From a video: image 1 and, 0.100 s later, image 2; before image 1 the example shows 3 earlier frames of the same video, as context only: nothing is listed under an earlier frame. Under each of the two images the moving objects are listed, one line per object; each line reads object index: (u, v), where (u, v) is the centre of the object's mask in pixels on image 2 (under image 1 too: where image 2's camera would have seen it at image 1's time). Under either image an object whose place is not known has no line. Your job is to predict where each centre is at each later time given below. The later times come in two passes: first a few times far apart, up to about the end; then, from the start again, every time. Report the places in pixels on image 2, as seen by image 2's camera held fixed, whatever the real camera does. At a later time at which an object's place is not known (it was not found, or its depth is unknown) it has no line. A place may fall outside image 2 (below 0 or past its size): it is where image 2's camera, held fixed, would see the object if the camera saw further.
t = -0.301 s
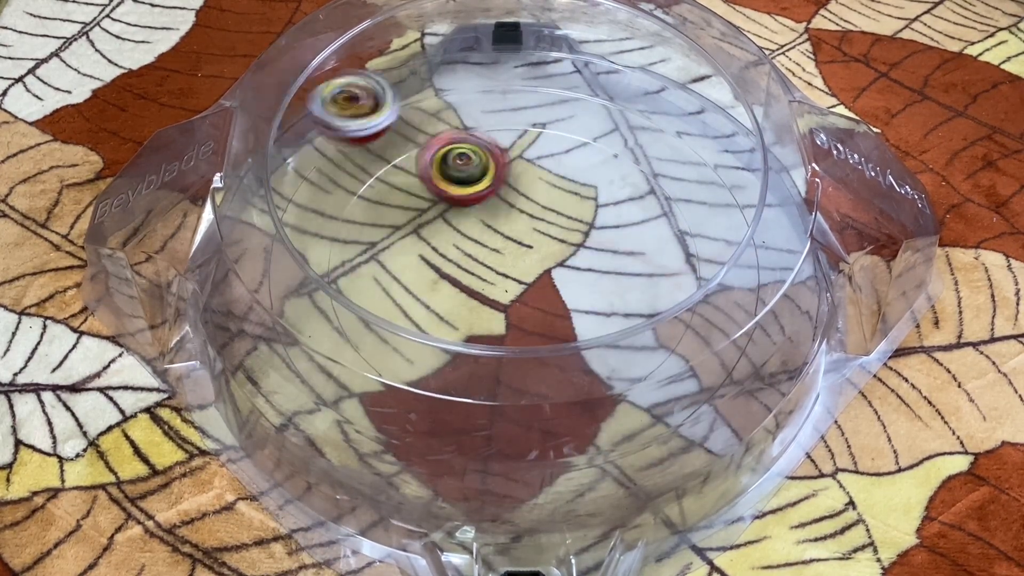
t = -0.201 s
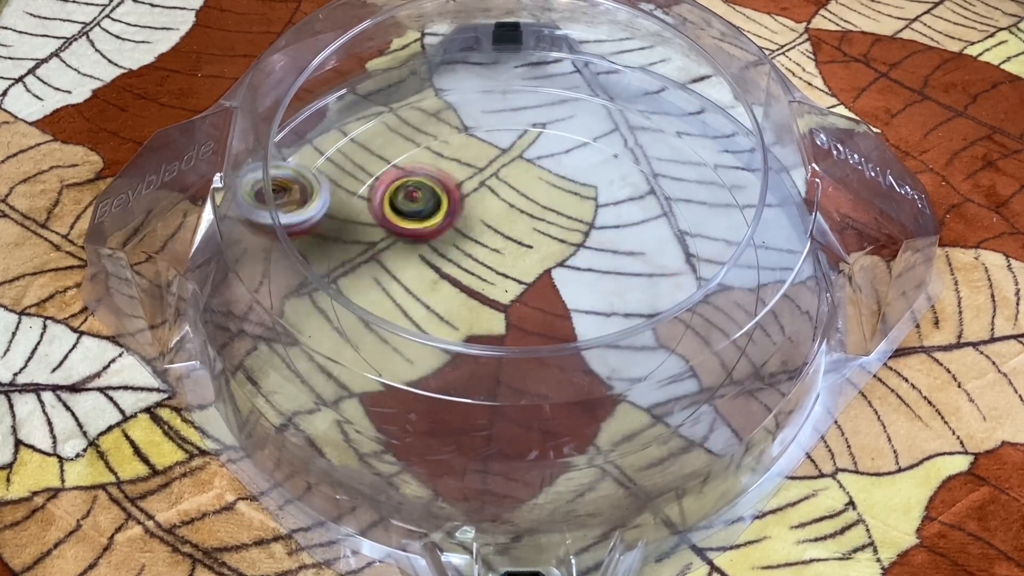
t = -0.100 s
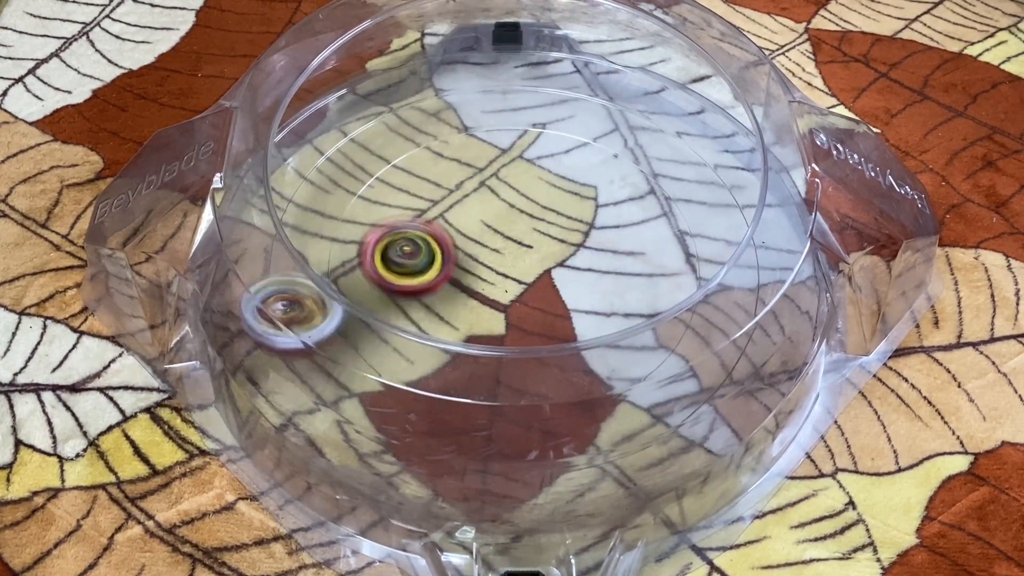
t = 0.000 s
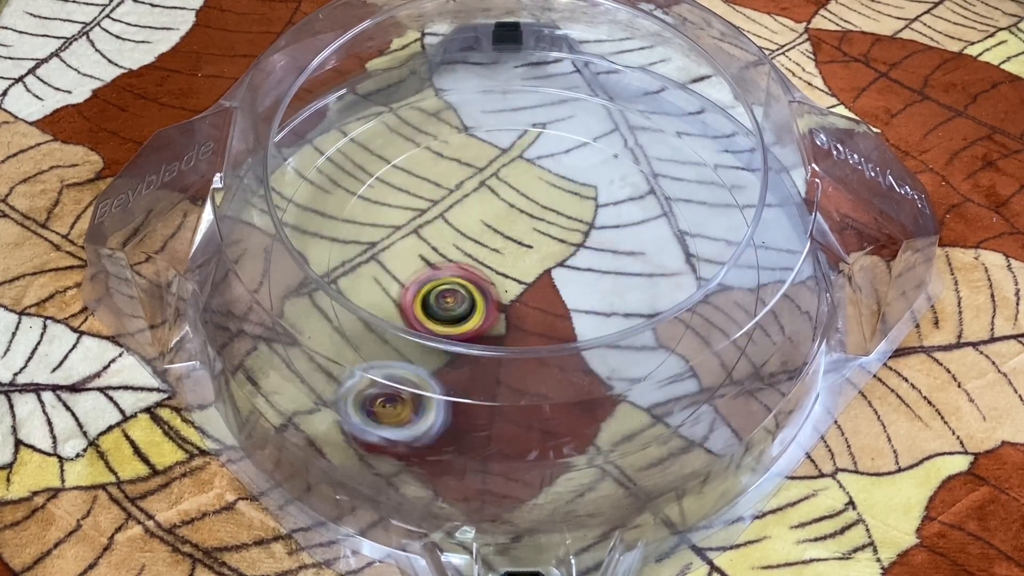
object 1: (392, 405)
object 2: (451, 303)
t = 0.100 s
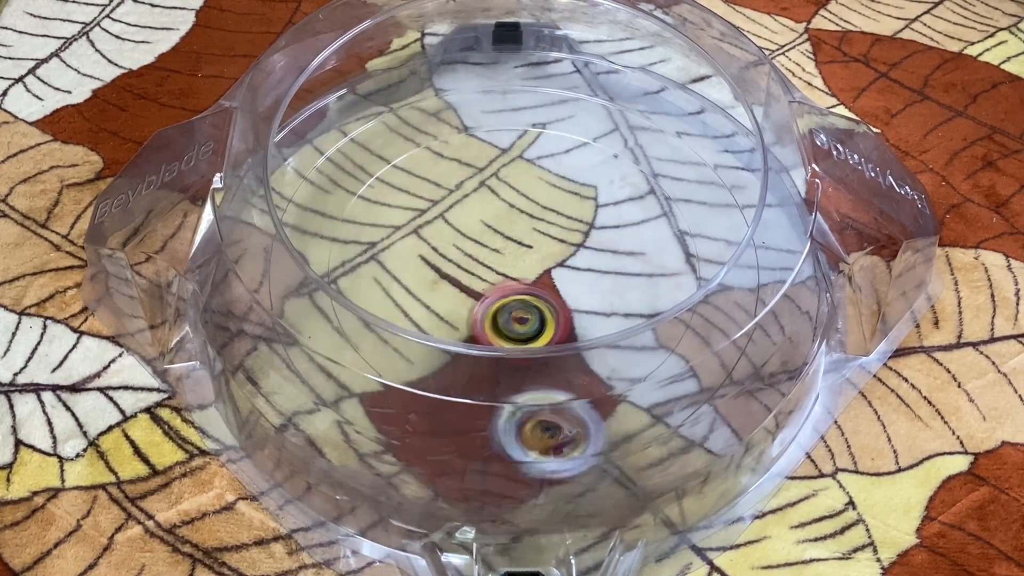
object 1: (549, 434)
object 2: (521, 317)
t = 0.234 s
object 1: (713, 354)
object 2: (600, 284)
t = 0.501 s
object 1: (698, 137)
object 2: (541, 178)
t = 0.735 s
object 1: (513, 73)
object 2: (449, 247)
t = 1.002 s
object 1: (310, 164)
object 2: (558, 285)
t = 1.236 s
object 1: (310, 344)
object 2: (539, 231)
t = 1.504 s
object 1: (455, 432)
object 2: (483, 249)
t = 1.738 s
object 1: (604, 425)
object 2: (502, 279)
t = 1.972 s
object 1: (693, 373)
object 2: (539, 257)
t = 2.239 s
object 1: (737, 304)
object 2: (497, 230)
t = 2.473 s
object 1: (716, 240)
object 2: (480, 263)
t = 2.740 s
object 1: (603, 168)
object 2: (540, 266)
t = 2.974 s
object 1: (446, 174)
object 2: (540, 231)
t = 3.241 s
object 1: (349, 284)
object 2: (488, 241)
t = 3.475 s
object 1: (486, 357)
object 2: (509, 277)
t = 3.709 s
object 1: (619, 328)
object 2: (552, 195)
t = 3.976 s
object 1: (596, 210)
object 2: (504, 164)
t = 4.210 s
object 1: (531, 240)
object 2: (368, 121)
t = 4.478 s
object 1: (473, 304)
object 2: (364, 116)
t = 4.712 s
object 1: (509, 305)
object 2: (392, 98)
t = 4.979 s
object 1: (517, 223)
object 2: (450, 96)
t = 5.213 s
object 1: (470, 220)
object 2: (503, 114)
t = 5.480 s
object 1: (506, 284)
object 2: (533, 193)
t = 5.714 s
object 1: (557, 313)
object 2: (560, 230)
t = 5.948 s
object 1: (549, 323)
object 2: (568, 257)
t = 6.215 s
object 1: (481, 299)
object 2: (555, 226)
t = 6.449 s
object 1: (466, 193)
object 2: (547, 248)
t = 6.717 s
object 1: (491, 147)
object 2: (558, 272)
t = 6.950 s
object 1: (533, 211)
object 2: (534, 286)
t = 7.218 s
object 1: (571, 281)
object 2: (492, 292)
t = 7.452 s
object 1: (556, 290)
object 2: (485, 266)
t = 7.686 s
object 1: (558, 286)
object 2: (497, 238)
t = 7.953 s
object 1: (551, 290)
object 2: (524, 222)
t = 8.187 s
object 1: (541, 293)
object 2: (542, 225)
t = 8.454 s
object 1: (520, 297)
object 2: (538, 227)
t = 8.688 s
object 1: (518, 295)
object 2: (516, 223)
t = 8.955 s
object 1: (517, 297)
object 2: (503, 231)
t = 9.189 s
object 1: (517, 296)
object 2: (496, 232)
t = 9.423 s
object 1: (518, 299)
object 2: (505, 233)
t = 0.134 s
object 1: (598, 424)
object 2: (546, 314)
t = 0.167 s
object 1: (645, 409)
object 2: (566, 308)
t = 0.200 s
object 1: (684, 385)
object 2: (587, 298)
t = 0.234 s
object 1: (713, 354)
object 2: (600, 284)
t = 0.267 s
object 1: (736, 322)
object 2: (610, 268)
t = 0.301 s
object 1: (748, 289)
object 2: (614, 249)
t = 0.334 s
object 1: (751, 256)
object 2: (614, 233)
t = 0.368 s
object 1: (749, 228)
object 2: (606, 217)
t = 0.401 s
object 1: (739, 202)
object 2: (595, 203)
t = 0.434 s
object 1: (725, 178)
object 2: (579, 191)
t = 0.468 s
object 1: (716, 158)
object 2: (561, 181)
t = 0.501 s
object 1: (698, 137)
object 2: (541, 178)
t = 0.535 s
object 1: (673, 121)
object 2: (521, 177)
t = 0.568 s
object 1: (650, 104)
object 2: (500, 181)
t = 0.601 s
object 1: (622, 94)
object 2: (483, 188)
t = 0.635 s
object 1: (597, 83)
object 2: (468, 200)
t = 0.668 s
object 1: (569, 77)
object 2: (456, 215)
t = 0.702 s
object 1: (541, 72)
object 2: (450, 230)
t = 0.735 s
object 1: (513, 73)
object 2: (449, 247)
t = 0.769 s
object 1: (487, 72)
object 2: (454, 263)
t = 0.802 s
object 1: (458, 76)
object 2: (464, 278)
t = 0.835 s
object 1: (431, 83)
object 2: (477, 289)
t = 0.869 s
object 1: (401, 90)
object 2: (495, 297)
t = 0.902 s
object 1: (373, 105)
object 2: (515, 300)
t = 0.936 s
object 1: (348, 123)
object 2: (532, 300)
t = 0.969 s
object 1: (325, 141)
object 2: (548, 293)
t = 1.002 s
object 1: (310, 164)
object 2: (558, 285)
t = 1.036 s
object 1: (294, 190)
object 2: (565, 274)
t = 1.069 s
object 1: (283, 216)
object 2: (566, 265)
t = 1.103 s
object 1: (280, 245)
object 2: (564, 256)
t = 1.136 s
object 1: (282, 273)
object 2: (561, 248)
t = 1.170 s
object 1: (289, 304)
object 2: (554, 240)
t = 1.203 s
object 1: (299, 328)
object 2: (547, 234)
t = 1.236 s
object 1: (310, 344)
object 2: (539, 231)
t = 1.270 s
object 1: (322, 362)
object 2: (529, 228)
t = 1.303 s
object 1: (336, 377)
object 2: (519, 228)
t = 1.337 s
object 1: (354, 389)
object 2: (510, 229)
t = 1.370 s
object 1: (371, 403)
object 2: (502, 232)
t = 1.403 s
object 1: (393, 412)
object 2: (495, 235)
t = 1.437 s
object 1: (411, 419)
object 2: (489, 239)
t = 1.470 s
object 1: (433, 427)
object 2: (485, 243)
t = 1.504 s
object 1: (455, 432)
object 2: (483, 249)
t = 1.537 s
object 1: (478, 437)
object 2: (481, 254)
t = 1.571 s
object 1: (503, 439)
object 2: (483, 259)
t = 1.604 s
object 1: (523, 437)
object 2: (485, 264)
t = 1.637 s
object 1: (547, 435)
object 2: (486, 269)
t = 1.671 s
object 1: (566, 432)
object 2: (490, 272)
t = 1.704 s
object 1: (586, 429)
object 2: (495, 276)
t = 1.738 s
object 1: (604, 425)
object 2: (502, 279)
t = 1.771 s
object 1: (617, 418)
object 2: (510, 281)
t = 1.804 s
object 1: (632, 407)
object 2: (517, 281)
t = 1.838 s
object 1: (649, 400)
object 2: (525, 279)
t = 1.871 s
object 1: (665, 396)
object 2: (531, 275)
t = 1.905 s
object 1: (672, 389)
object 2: (536, 270)
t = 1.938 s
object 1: (682, 380)
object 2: (539, 264)
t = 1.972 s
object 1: (693, 373)
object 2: (539, 257)
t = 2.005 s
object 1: (704, 365)
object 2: (538, 250)
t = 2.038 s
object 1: (709, 358)
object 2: (536, 244)
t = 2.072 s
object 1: (716, 347)
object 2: (531, 239)
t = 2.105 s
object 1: (723, 340)
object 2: (527, 234)
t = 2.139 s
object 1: (728, 331)
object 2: (519, 231)
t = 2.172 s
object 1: (733, 324)
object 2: (511, 229)
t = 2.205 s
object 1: (733, 314)
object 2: (504, 229)
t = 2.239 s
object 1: (737, 304)
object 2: (497, 230)
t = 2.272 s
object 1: (735, 294)
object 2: (491, 231)
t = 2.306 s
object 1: (736, 284)
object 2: (485, 235)
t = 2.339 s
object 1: (734, 275)
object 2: (481, 239)
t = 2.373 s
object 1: (731, 266)
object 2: (478, 244)
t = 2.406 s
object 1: (727, 256)
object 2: (476, 250)
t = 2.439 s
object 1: (722, 248)
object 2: (477, 256)
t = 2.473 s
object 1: (716, 240)
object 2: (480, 263)
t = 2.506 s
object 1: (706, 230)
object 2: (486, 269)
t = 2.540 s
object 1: (703, 224)
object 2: (492, 272)
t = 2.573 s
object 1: (695, 215)
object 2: (500, 275)
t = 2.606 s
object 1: (684, 205)
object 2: (510, 277)
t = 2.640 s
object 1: (666, 195)
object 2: (518, 277)
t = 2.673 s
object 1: (646, 184)
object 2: (527, 275)
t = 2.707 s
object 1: (627, 175)
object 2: (535, 271)
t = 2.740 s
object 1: (603, 168)
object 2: (540, 266)
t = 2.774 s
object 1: (579, 163)
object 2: (545, 261)
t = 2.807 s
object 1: (553, 160)
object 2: (548, 255)
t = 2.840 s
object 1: (530, 159)
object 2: (548, 250)
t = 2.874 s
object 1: (516, 161)
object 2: (549, 247)
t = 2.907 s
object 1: (492, 163)
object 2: (546, 241)
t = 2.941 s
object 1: (467, 167)
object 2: (543, 235)
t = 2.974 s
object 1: (446, 174)
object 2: (540, 231)
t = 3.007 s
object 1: (424, 183)
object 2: (534, 229)
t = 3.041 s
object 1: (405, 193)
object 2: (526, 225)
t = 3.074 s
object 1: (387, 204)
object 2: (519, 225)
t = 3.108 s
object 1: (371, 217)
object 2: (511, 225)
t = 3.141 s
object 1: (360, 233)
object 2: (503, 228)
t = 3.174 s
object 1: (350, 249)
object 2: (498, 231)
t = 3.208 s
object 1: (348, 265)
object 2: (492, 236)
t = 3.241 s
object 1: (349, 284)
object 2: (488, 241)
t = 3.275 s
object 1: (356, 301)
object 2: (486, 248)
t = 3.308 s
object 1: (369, 317)
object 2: (486, 255)
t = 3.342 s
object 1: (383, 332)
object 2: (487, 262)
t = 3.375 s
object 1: (406, 342)
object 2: (491, 267)
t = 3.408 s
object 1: (428, 351)
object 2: (497, 273)
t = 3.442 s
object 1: (454, 355)
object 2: (502, 277)
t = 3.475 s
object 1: (486, 357)
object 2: (509, 277)
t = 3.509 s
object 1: (509, 354)
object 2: (517, 277)
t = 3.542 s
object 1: (536, 348)
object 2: (525, 275)
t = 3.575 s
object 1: (553, 353)
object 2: (538, 259)
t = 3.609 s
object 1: (567, 354)
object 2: (549, 237)
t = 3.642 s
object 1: (584, 349)
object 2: (553, 218)
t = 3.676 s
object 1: (604, 339)
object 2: (555, 204)
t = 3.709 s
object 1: (619, 328)
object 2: (552, 195)
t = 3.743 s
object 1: (630, 316)
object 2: (547, 186)
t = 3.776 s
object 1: (636, 300)
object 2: (541, 180)
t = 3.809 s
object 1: (640, 283)
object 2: (536, 175)
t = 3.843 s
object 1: (639, 267)
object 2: (530, 171)
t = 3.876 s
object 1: (633, 251)
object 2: (524, 168)
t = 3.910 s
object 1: (622, 235)
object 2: (518, 165)
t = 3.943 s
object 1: (609, 221)
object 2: (511, 164)
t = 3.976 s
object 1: (596, 210)
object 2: (504, 164)
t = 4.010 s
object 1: (579, 200)
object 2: (496, 166)
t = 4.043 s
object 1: (577, 206)
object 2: (469, 151)
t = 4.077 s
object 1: (575, 214)
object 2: (440, 137)
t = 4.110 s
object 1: (568, 223)
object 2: (418, 128)
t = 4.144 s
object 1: (556, 228)
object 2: (397, 125)
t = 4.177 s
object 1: (544, 234)
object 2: (380, 123)
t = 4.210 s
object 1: (531, 240)
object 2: (368, 121)
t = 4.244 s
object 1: (518, 248)
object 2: (360, 117)
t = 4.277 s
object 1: (506, 255)
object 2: (354, 113)
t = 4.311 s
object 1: (495, 265)
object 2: (354, 113)
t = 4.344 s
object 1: (486, 274)
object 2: (356, 119)
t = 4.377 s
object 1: (479, 282)
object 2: (358, 121)
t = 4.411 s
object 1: (475, 291)
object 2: (360, 122)
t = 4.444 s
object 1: (473, 299)
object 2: (362, 120)
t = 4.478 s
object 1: (473, 304)
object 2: (364, 116)
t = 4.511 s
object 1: (475, 307)
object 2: (368, 112)
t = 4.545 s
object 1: (478, 311)
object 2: (371, 107)
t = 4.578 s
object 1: (483, 313)
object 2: (375, 103)
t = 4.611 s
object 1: (489, 314)
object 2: (380, 100)
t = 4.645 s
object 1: (496, 313)
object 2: (383, 100)
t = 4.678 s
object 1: (502, 310)
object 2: (386, 99)
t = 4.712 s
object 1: (509, 305)
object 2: (392, 98)
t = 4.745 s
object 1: (515, 300)
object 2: (399, 96)
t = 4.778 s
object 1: (520, 291)
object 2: (406, 94)
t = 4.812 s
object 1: (525, 281)
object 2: (413, 93)
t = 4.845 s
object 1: (527, 269)
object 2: (421, 93)
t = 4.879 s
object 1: (527, 258)
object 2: (429, 93)
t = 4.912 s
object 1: (525, 246)
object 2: (436, 93)
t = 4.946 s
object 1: (523, 234)
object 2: (443, 94)
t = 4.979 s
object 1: (517, 223)
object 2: (450, 96)
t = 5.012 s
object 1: (512, 214)
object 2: (457, 97)
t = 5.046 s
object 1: (505, 205)
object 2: (465, 100)
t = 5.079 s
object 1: (498, 199)
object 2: (471, 104)
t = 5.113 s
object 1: (492, 196)
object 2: (476, 112)
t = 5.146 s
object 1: (485, 199)
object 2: (483, 117)
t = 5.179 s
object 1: (477, 210)
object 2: (493, 111)
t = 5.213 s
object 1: (470, 220)
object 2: (503, 114)
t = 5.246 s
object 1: (464, 229)
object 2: (508, 115)
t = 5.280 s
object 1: (464, 238)
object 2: (513, 124)
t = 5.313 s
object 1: (466, 246)
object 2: (518, 131)
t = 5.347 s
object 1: (470, 255)
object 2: (522, 142)
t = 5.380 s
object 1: (477, 264)
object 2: (524, 154)
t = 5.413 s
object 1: (484, 272)
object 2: (528, 167)
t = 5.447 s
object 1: (494, 278)
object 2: (531, 180)
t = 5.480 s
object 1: (506, 284)
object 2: (533, 193)
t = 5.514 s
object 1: (519, 287)
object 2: (536, 205)
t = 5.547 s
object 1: (532, 289)
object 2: (538, 214)
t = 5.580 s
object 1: (536, 298)
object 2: (544, 217)
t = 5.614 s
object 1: (541, 302)
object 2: (550, 219)
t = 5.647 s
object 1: (544, 309)
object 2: (553, 221)
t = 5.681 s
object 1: (551, 312)
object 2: (558, 225)
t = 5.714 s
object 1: (557, 313)
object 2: (560, 230)
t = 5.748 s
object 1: (559, 315)
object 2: (564, 235)
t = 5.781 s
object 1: (561, 317)
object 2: (566, 239)
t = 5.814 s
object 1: (564, 318)
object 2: (568, 244)
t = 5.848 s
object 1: (561, 323)
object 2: (570, 245)
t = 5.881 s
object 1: (556, 321)
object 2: (571, 247)
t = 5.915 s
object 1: (552, 323)
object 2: (569, 252)
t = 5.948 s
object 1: (549, 323)
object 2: (568, 257)
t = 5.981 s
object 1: (543, 324)
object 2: (571, 258)
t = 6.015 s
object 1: (528, 327)
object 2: (576, 249)
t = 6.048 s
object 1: (519, 326)
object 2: (578, 242)
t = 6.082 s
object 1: (506, 323)
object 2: (576, 238)
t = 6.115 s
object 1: (499, 319)
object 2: (572, 234)
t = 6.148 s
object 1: (496, 310)
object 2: (568, 231)
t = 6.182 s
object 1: (485, 306)
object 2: (563, 227)
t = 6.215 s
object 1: (481, 299)
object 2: (555, 226)
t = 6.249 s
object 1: (477, 285)
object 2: (549, 226)
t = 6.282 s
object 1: (473, 274)
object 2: (543, 228)
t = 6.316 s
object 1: (469, 260)
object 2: (538, 229)
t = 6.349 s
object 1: (464, 242)
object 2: (538, 230)
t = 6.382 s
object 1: (463, 225)
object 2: (544, 232)
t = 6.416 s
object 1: (464, 208)
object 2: (546, 242)
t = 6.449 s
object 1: (466, 193)
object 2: (547, 248)
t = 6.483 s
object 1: (468, 179)
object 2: (547, 252)
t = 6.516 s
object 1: (469, 166)
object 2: (549, 255)
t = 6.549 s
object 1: (473, 158)
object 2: (552, 257)
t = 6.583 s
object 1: (475, 152)
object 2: (554, 260)
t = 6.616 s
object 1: (479, 145)
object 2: (556, 263)
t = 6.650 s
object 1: (483, 141)
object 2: (557, 266)
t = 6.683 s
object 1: (487, 142)
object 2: (558, 270)
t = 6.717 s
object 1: (491, 147)
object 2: (558, 272)
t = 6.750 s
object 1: (496, 149)
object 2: (556, 276)
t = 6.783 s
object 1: (505, 153)
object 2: (554, 278)
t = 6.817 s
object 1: (511, 162)
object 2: (551, 280)
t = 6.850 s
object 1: (517, 172)
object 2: (547, 283)
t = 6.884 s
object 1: (522, 185)
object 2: (544, 284)
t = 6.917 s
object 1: (526, 199)
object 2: (538, 285)
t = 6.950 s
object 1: (533, 211)
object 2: (534, 286)
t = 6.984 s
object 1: (543, 222)
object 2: (525, 292)
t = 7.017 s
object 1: (549, 234)
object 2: (518, 294)
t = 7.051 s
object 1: (557, 244)
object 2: (513, 296)
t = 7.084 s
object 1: (564, 254)
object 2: (509, 296)
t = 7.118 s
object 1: (568, 263)
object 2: (505, 296)
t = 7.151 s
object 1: (571, 271)
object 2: (501, 296)
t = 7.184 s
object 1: (571, 277)
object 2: (496, 294)
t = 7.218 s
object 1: (571, 281)
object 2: (492, 292)
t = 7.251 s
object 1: (570, 282)
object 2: (489, 290)
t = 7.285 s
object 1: (569, 284)
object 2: (486, 286)
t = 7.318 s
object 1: (568, 285)
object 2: (485, 283)
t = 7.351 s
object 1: (565, 286)
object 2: (484, 279)
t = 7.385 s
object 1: (562, 287)
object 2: (483, 275)
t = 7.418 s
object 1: (559, 288)
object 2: (484, 271)
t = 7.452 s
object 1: (556, 290)
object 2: (485, 266)
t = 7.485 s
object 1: (555, 290)
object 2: (486, 262)
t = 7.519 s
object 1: (555, 290)
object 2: (487, 258)
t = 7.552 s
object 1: (555, 289)
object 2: (489, 252)
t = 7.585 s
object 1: (555, 288)
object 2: (491, 248)
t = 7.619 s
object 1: (556, 287)
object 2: (493, 244)
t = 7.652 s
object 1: (558, 286)
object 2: (494, 241)
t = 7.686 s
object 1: (558, 286)
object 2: (497, 238)
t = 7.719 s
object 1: (557, 286)
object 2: (501, 235)
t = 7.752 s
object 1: (555, 287)
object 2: (504, 233)
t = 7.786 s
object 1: (555, 288)
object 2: (507, 230)
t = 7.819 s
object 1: (555, 288)
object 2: (511, 227)
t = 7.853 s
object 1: (553, 288)
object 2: (513, 226)
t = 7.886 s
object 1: (552, 289)
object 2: (516, 225)
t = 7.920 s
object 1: (552, 290)
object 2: (520, 222)
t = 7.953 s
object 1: (551, 290)
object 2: (524, 222)
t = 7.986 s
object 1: (550, 290)
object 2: (526, 222)
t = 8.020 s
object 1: (548, 291)
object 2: (528, 222)
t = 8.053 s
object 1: (550, 292)
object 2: (533, 220)
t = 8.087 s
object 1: (550, 292)
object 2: (534, 221)
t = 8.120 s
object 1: (548, 292)
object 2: (536, 221)
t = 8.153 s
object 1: (545, 292)
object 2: (539, 223)
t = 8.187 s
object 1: (541, 293)
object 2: (542, 225)
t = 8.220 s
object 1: (540, 295)
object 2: (542, 227)
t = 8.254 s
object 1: (538, 294)
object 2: (542, 228)
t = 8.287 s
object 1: (536, 293)
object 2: (542, 228)
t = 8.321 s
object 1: (532, 297)
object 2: (544, 226)
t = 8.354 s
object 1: (528, 297)
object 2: (542, 226)
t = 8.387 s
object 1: (524, 296)
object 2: (540, 228)
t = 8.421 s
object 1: (522, 296)
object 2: (537, 227)
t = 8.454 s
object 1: (520, 297)
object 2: (538, 227)
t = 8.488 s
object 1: (519, 299)
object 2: (538, 225)
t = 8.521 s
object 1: (519, 297)
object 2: (536, 225)
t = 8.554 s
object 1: (519, 296)
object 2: (530, 222)
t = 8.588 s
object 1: (518, 295)
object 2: (526, 220)
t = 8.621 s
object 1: (517, 295)
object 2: (524, 219)
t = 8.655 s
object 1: (517, 295)
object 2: (519, 222)
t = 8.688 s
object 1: (518, 295)
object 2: (516, 223)
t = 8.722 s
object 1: (518, 295)
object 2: (514, 224)
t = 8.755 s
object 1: (518, 295)
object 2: (511, 227)
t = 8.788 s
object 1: (517, 295)
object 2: (507, 231)
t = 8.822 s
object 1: (518, 295)
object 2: (506, 231)
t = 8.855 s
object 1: (518, 295)
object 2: (505, 233)
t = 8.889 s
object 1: (517, 296)
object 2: (505, 233)
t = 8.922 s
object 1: (517, 296)
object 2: (504, 233)
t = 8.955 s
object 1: (517, 297)
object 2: (503, 231)
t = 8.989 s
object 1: (517, 296)
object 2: (503, 230)
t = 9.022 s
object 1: (517, 296)
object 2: (501, 231)
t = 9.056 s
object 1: (517, 296)
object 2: (498, 230)
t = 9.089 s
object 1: (517, 296)
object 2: (497, 229)
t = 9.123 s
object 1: (517, 296)
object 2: (496, 230)
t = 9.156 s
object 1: (517, 296)
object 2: (495, 231)
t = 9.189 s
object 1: (517, 296)
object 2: (496, 232)
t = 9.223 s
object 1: (517, 297)
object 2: (497, 234)
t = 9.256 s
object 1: (517, 298)
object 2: (499, 234)
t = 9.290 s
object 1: (518, 299)
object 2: (500, 235)
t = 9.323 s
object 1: (518, 299)
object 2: (500, 234)
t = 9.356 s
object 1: (518, 299)
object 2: (504, 234)
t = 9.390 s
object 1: (518, 299)
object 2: (505, 234)
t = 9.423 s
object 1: (518, 299)
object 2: (505, 233)
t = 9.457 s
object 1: (517, 299)
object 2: (507, 234)
